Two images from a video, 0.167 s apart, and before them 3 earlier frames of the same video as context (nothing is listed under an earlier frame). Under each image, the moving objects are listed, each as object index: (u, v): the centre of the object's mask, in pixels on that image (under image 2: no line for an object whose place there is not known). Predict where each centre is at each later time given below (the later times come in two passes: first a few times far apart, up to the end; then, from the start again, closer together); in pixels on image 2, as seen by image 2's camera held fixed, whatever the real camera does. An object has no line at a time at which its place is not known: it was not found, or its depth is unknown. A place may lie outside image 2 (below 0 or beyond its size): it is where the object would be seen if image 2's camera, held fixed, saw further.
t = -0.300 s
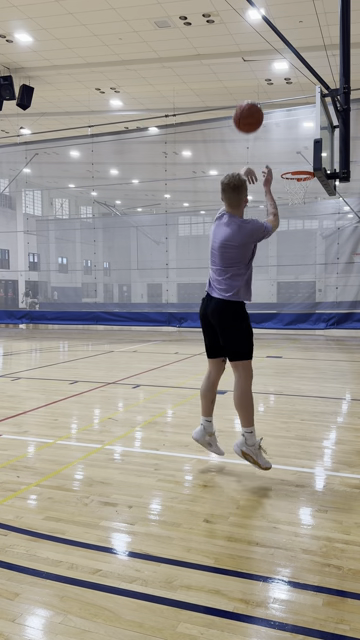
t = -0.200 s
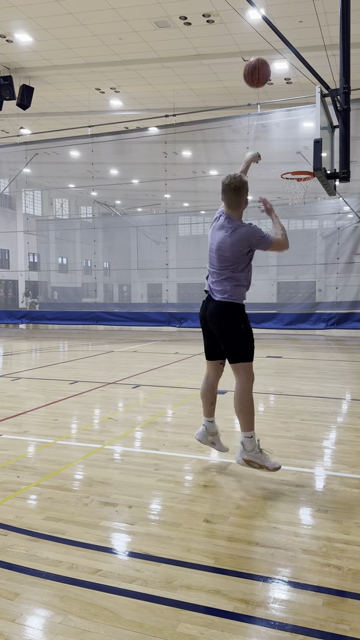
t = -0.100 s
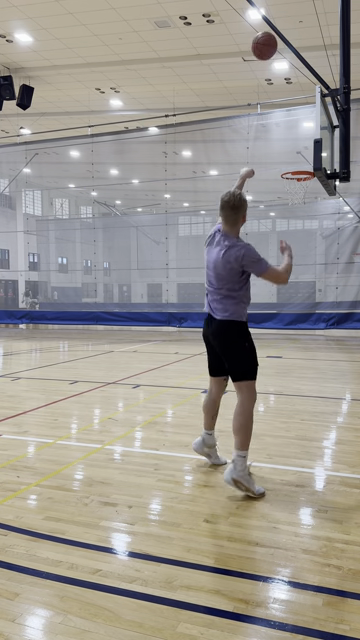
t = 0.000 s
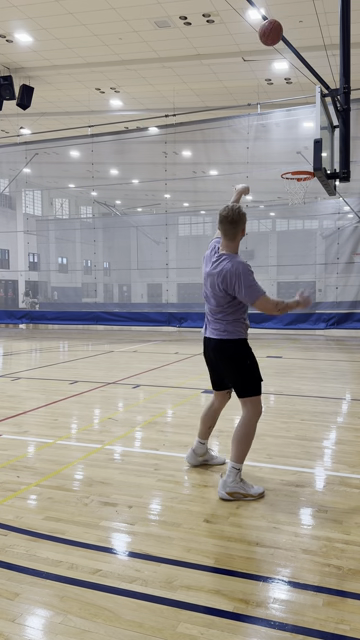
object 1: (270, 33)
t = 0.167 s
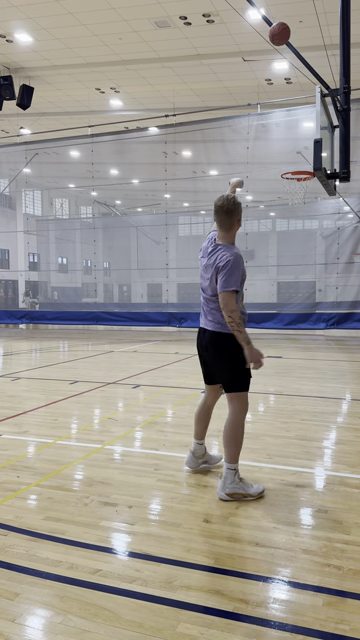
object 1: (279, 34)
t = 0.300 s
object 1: (285, 51)
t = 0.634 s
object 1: (297, 138)
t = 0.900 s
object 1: (299, 197)
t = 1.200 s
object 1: (292, 248)
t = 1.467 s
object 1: (288, 330)
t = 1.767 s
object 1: (281, 307)
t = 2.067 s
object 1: (272, 280)
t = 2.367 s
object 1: (264, 304)
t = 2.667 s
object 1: (256, 351)
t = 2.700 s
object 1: (255, 345)
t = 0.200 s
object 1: (281, 37)
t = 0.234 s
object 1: (282, 41)
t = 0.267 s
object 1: (284, 46)
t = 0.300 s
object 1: (285, 51)
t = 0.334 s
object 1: (287, 57)
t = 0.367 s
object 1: (288, 64)
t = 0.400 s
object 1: (290, 72)
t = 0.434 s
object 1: (291, 80)
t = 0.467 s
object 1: (292, 88)
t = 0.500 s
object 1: (293, 97)
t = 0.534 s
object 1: (294, 107)
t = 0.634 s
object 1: (297, 138)
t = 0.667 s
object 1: (298, 149)
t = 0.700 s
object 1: (299, 161)
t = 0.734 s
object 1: (299, 171)
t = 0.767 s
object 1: (299, 181)
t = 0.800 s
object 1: (300, 188)
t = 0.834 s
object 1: (300, 192)
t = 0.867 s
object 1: (299, 195)
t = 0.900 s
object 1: (299, 197)
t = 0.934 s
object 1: (298, 200)
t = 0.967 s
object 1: (297, 204)
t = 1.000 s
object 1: (297, 208)
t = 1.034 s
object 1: (296, 213)
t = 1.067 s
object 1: (295, 219)
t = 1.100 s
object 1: (294, 225)
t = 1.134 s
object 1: (294, 232)
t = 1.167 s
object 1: (293, 240)
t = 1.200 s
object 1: (292, 248)
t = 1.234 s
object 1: (292, 256)
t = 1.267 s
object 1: (291, 265)
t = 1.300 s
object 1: (290, 275)
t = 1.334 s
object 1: (290, 285)
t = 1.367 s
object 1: (289, 295)
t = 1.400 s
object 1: (289, 306)
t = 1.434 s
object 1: (288, 318)
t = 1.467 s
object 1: (288, 330)
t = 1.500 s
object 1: (287, 342)
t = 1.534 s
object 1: (286, 356)
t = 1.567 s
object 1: (286, 353)
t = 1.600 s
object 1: (285, 344)
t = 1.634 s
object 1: (284, 335)
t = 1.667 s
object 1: (283, 327)
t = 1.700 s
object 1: (282, 320)
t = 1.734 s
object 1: (281, 314)
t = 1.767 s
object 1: (281, 307)
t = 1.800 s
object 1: (280, 302)
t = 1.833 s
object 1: (279, 297)
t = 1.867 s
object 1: (278, 293)
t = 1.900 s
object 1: (277, 289)
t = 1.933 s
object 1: (276, 286)
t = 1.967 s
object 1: (275, 284)
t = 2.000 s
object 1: (274, 282)
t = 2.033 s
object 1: (273, 281)
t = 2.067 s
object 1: (272, 280)
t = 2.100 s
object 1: (271, 280)
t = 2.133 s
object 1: (271, 281)
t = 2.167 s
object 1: (270, 282)
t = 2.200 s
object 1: (269, 284)
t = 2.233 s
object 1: (268, 287)
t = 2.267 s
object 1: (267, 290)
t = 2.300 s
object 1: (266, 294)
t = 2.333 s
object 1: (265, 298)
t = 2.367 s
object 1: (264, 304)
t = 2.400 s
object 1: (263, 310)
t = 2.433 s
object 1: (262, 316)
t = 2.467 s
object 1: (261, 322)
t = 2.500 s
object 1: (260, 330)
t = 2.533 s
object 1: (259, 339)
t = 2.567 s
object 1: (258, 348)
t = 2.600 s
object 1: (258, 357)
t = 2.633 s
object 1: (257, 358)
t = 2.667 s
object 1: (256, 351)
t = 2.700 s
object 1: (255, 345)
